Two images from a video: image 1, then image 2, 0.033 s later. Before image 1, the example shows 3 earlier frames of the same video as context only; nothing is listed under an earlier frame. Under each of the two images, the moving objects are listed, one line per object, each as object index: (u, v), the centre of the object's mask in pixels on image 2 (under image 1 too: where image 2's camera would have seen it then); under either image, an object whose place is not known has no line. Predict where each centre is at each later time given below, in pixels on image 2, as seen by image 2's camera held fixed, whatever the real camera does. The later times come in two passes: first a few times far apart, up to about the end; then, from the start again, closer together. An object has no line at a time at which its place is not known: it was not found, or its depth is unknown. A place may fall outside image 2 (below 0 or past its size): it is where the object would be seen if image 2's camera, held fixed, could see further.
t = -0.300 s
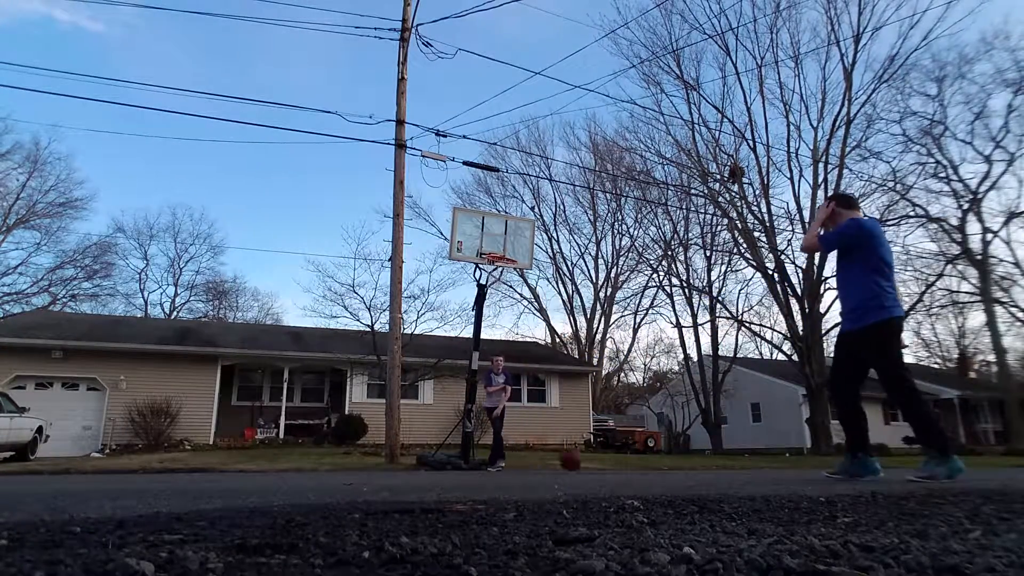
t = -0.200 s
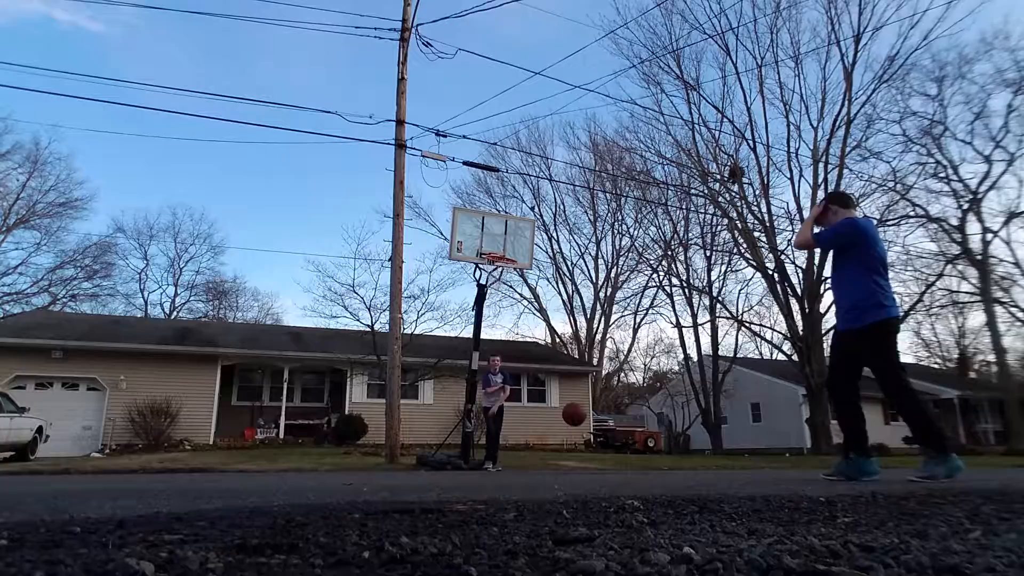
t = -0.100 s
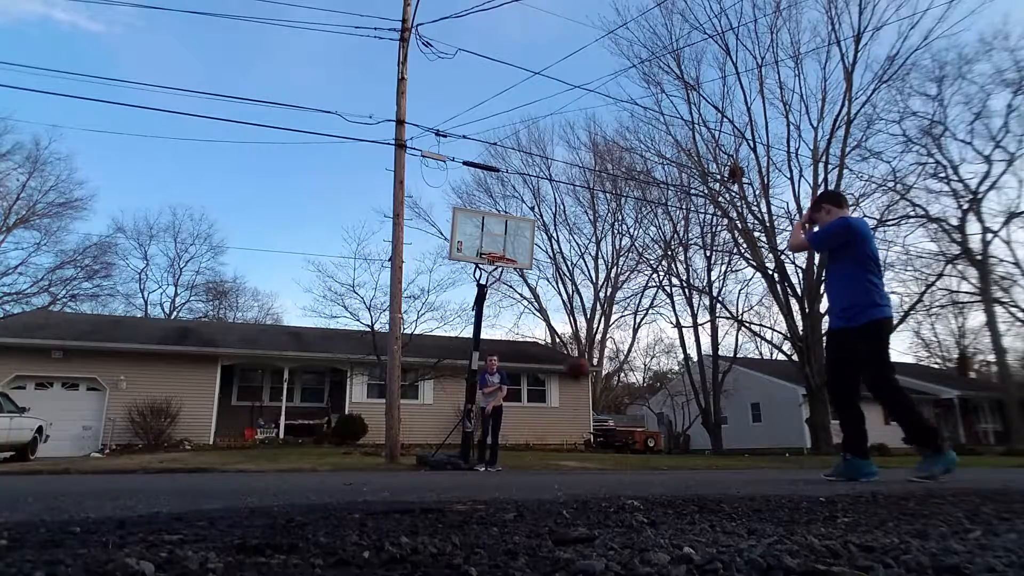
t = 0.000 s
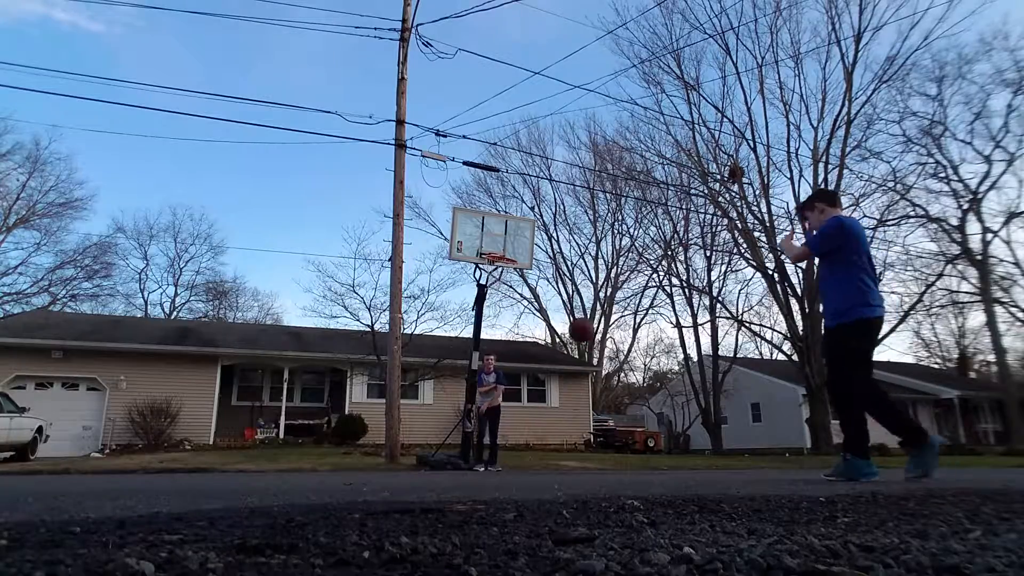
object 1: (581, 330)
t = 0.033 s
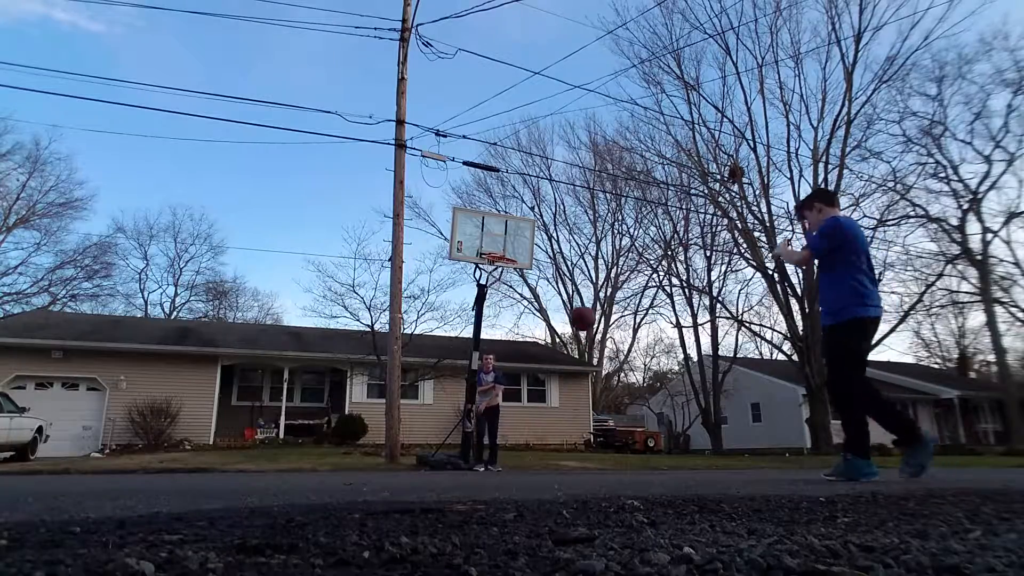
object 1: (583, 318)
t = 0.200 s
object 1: (590, 277)
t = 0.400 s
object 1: (602, 262)
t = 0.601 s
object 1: (621, 300)
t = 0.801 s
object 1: (649, 427)
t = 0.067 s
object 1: (584, 308)
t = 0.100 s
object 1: (585, 299)
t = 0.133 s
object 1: (586, 291)
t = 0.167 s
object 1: (588, 283)
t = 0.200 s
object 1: (590, 277)
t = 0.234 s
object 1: (592, 271)
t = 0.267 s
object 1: (593, 267)
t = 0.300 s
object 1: (596, 264)
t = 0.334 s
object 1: (598, 262)
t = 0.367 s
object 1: (600, 261)
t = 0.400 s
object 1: (602, 262)
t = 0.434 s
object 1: (605, 264)
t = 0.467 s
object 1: (607, 267)
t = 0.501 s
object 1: (611, 273)
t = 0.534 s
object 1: (613, 280)
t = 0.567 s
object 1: (617, 289)
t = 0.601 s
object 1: (621, 300)
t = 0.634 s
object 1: (624, 313)
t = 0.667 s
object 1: (628, 329)
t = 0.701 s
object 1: (633, 348)
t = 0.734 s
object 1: (637, 370)
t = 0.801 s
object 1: (649, 427)
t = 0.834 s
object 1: (656, 461)
